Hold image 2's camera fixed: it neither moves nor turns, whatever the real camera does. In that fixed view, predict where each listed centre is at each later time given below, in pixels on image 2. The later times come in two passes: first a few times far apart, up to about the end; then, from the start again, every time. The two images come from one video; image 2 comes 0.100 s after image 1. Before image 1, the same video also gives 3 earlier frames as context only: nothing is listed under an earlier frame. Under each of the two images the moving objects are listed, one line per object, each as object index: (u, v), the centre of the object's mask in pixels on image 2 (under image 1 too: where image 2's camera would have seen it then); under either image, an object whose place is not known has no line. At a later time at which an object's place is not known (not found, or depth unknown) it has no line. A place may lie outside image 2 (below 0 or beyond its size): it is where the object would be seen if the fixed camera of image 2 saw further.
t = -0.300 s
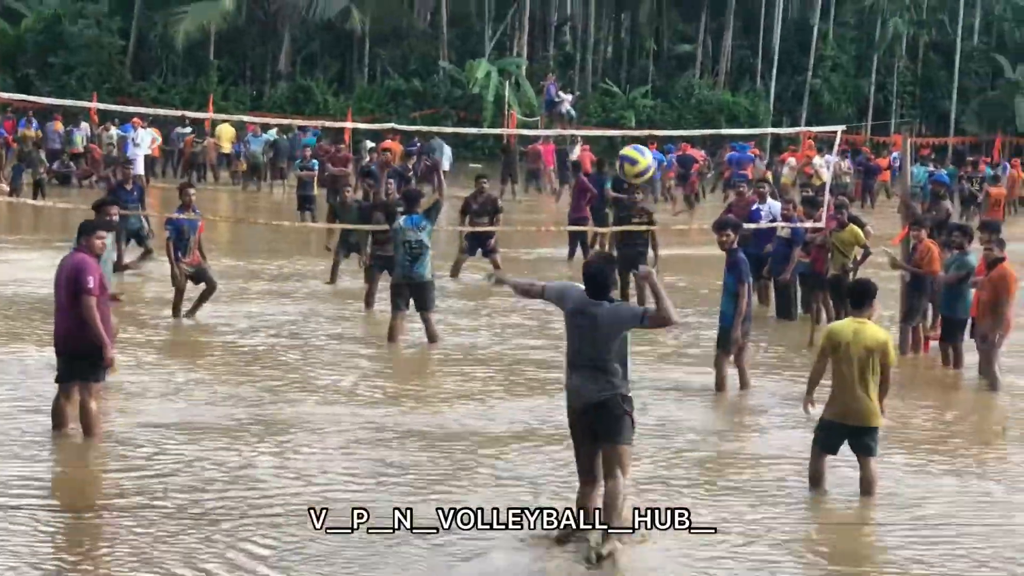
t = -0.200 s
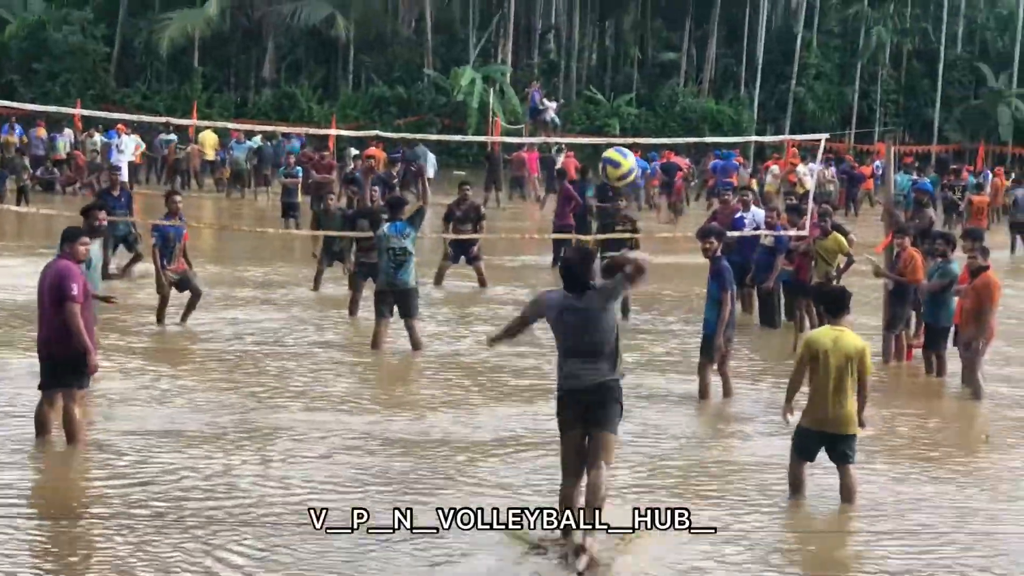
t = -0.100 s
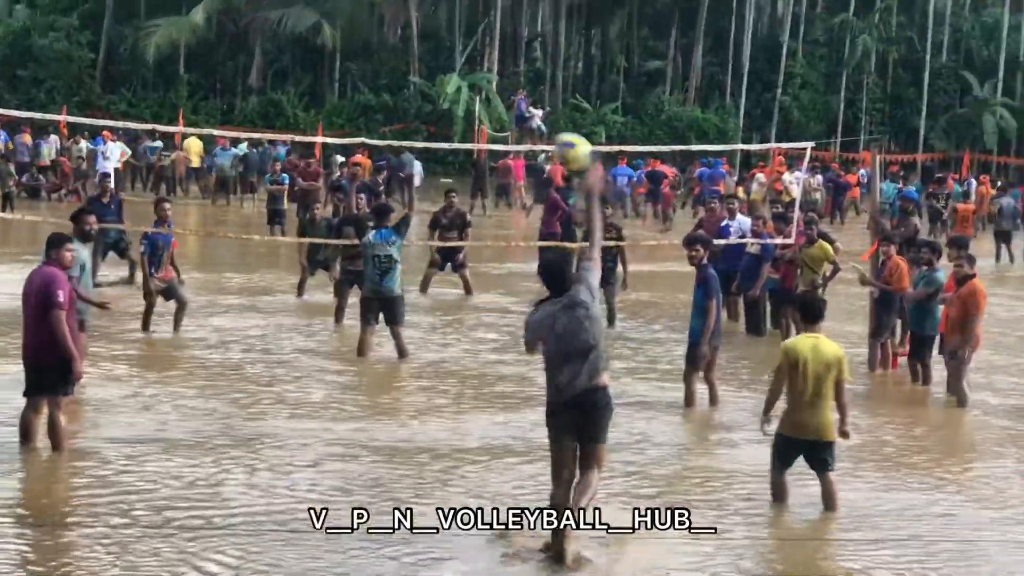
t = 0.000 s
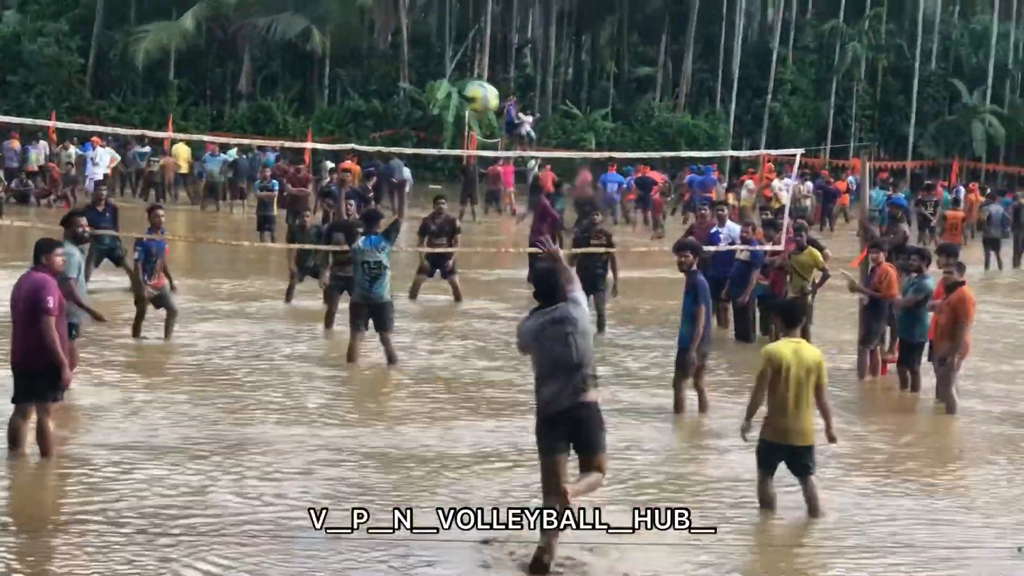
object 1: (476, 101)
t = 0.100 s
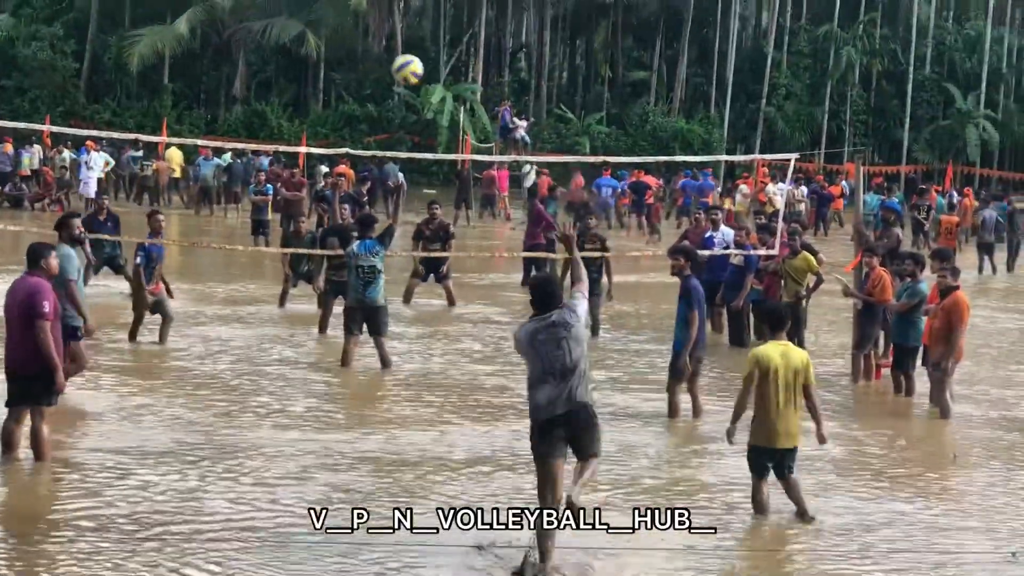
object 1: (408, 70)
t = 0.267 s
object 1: (315, 52)
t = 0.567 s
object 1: (183, 91)
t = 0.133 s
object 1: (387, 63)
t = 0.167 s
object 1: (368, 58)
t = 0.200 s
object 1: (349, 55)
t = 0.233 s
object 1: (333, 53)
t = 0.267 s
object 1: (315, 52)
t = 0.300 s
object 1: (298, 53)
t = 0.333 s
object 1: (283, 55)
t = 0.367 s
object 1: (268, 58)
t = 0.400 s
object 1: (253, 61)
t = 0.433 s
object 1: (238, 65)
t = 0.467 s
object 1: (224, 71)
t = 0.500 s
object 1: (210, 77)
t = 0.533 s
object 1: (196, 83)
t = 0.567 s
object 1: (183, 91)
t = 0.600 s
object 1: (170, 99)
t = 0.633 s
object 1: (158, 108)
